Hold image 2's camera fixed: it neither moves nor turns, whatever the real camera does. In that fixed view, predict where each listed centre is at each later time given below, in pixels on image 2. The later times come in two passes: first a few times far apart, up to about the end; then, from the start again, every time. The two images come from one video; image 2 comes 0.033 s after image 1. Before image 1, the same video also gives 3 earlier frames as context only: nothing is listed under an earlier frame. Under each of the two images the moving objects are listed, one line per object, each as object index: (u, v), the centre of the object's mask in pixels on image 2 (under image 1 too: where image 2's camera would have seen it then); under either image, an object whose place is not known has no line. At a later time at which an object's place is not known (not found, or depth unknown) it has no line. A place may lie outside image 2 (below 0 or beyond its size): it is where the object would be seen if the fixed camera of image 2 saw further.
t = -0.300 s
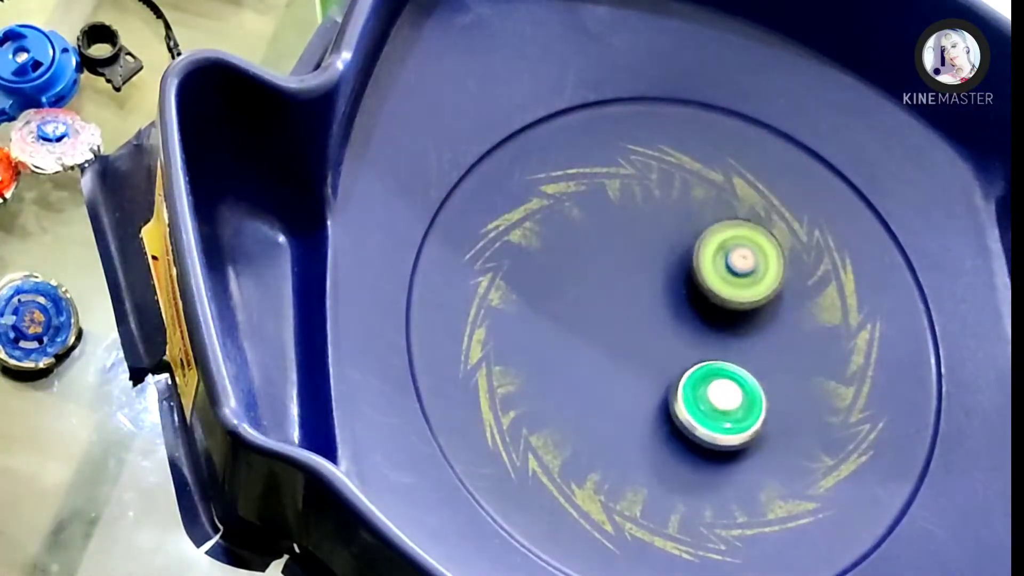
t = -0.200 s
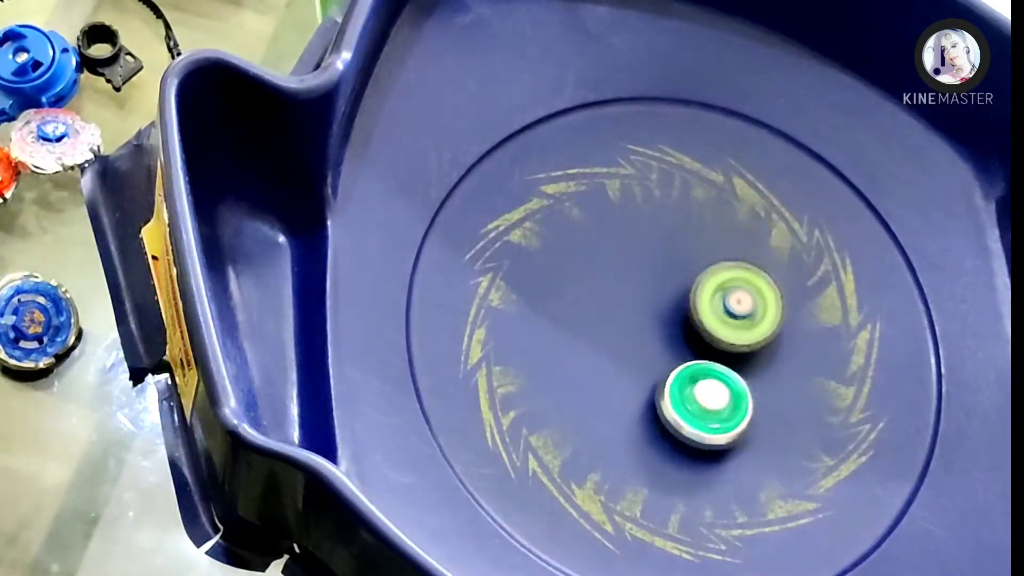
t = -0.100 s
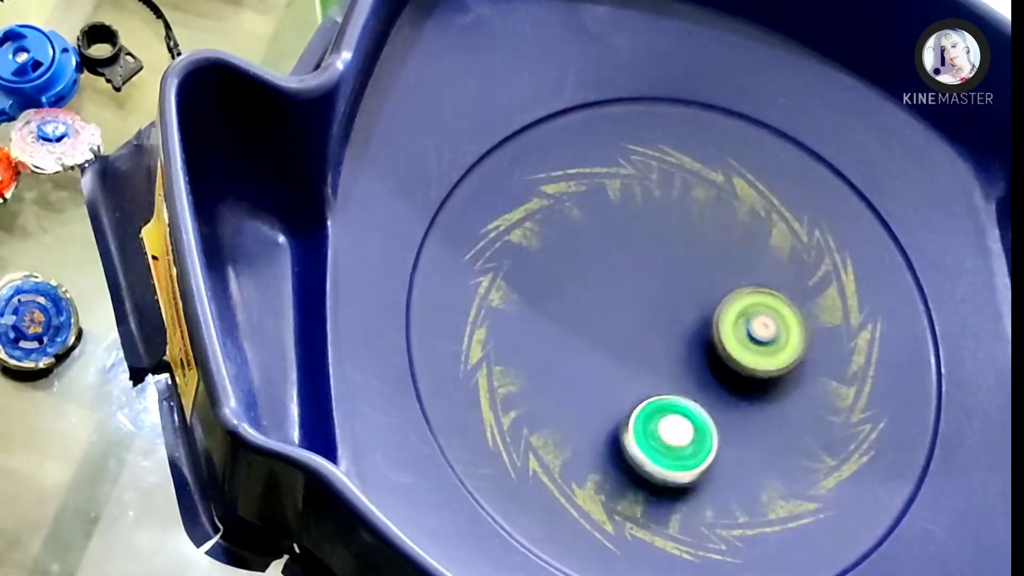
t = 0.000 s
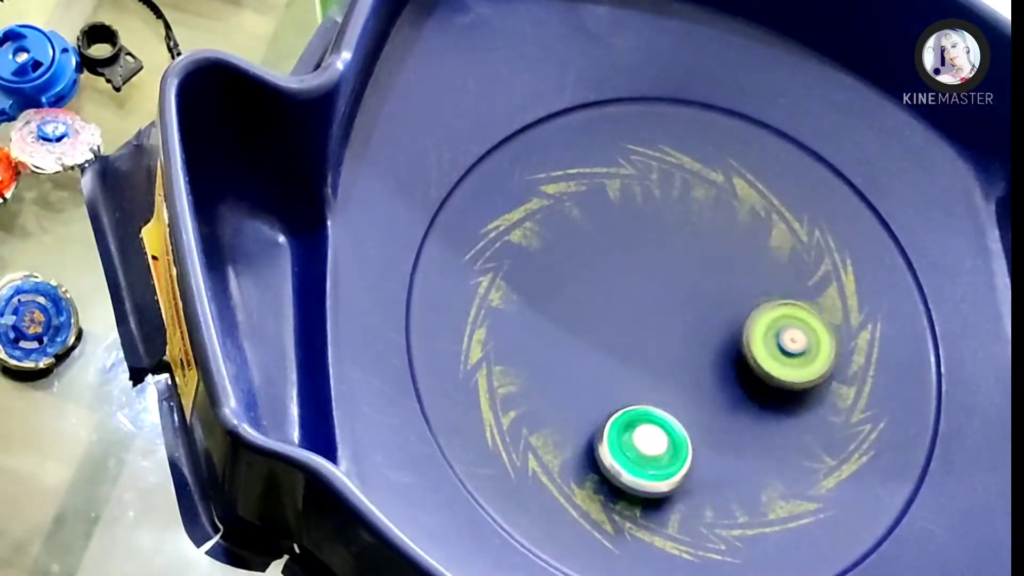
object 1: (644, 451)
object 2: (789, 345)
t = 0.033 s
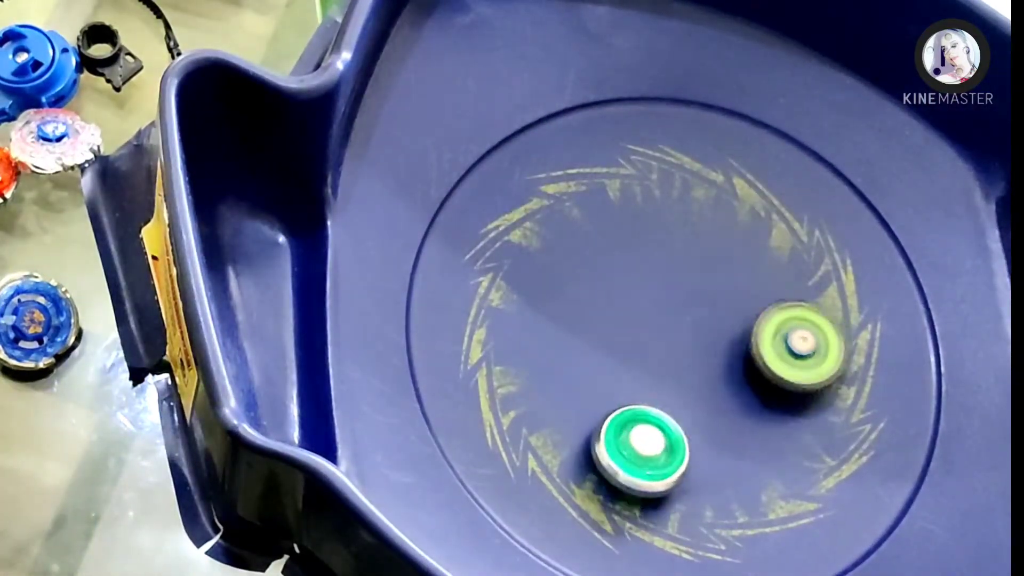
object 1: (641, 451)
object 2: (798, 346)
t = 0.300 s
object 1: (626, 437)
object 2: (812, 334)
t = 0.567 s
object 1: (617, 409)
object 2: (759, 366)
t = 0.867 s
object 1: (614, 368)
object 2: (761, 427)
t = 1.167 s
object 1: (618, 327)
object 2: (745, 406)
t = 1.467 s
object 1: (636, 291)
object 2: (654, 381)
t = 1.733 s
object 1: (658, 271)
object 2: (618, 397)
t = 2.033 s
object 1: (688, 264)
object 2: (633, 362)
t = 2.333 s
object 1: (720, 277)
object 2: (604, 296)
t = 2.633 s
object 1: (743, 304)
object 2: (597, 296)
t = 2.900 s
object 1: (756, 335)
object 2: (656, 291)
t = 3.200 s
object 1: (759, 372)
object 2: (688, 253)
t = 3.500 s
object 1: (748, 404)
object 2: (697, 282)
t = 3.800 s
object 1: (724, 420)
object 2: (762, 329)
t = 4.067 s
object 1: (696, 420)
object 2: (792, 328)
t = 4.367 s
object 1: (663, 404)
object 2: (757, 356)
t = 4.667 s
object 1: (638, 374)
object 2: (751, 406)
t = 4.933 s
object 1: (624, 342)
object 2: (744, 402)
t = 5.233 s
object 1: (623, 306)
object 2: (678, 380)
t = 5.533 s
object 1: (639, 280)
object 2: (641, 382)
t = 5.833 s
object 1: (665, 271)
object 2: (629, 355)
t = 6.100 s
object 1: (693, 275)
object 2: (618, 318)
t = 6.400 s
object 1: (718, 299)
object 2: (620, 298)
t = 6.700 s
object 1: (736, 331)
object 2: (655, 285)
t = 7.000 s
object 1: (741, 367)
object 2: (682, 275)
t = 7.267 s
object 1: (734, 396)
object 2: (709, 293)
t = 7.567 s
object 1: (712, 415)
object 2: (747, 320)
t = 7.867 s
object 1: (683, 412)
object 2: (769, 340)
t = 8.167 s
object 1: (656, 390)
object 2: (755, 359)
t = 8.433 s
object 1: (575, 347)
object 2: (777, 381)
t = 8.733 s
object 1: (562, 316)
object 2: (781, 339)
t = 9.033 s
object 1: (582, 297)
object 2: (695, 348)
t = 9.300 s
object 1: (614, 288)
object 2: (675, 406)
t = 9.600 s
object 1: (659, 292)
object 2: (710, 402)
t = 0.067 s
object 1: (639, 450)
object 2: (806, 346)
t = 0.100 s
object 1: (637, 449)
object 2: (812, 346)
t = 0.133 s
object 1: (634, 447)
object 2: (816, 343)
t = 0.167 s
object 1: (632, 446)
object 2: (819, 342)
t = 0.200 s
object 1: (631, 444)
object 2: (819, 339)
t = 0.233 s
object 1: (629, 442)
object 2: (818, 337)
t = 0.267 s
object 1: (628, 439)
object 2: (816, 335)
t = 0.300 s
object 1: (626, 437)
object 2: (812, 334)
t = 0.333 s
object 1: (625, 434)
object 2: (806, 333)
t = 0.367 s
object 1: (623, 430)
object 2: (798, 334)
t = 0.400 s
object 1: (622, 428)
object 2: (791, 336)
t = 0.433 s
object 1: (620, 424)
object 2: (783, 340)
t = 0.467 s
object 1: (619, 420)
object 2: (776, 345)
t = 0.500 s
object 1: (618, 417)
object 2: (770, 351)
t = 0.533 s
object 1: (617, 413)
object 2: (763, 358)
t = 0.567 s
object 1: (617, 409)
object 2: (759, 366)
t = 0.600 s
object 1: (616, 405)
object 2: (755, 375)
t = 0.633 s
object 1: (615, 401)
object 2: (752, 383)
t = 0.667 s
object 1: (615, 396)
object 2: (750, 392)
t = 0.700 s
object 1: (614, 392)
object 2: (751, 399)
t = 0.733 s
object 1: (614, 387)
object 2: (751, 407)
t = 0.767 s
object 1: (614, 382)
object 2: (753, 414)
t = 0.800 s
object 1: (613, 377)
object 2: (756, 420)
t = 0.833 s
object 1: (613, 373)
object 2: (759, 424)
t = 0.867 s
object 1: (614, 368)
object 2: (761, 427)
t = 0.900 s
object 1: (613, 363)
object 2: (763, 429)
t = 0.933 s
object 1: (614, 359)
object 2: (765, 430)
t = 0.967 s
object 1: (615, 355)
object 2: (766, 429)
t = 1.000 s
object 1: (615, 350)
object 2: (766, 427)
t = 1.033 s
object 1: (615, 345)
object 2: (764, 424)
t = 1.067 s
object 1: (616, 341)
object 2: (761, 420)
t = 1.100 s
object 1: (616, 336)
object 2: (757, 415)
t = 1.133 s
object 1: (617, 331)
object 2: (752, 410)
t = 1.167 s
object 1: (618, 327)
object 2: (745, 406)
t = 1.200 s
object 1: (620, 323)
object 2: (737, 400)
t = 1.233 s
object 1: (621, 319)
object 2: (727, 395)
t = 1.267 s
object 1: (623, 315)
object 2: (717, 391)
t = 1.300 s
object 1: (624, 310)
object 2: (707, 387)
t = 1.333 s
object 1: (626, 306)
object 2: (696, 385)
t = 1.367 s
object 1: (628, 302)
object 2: (685, 382)
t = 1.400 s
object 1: (630, 298)
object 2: (673, 381)
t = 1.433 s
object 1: (632, 295)
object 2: (663, 380)
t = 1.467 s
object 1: (636, 291)
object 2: (654, 381)
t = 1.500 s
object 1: (638, 287)
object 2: (646, 382)
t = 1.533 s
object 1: (641, 285)
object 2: (639, 383)
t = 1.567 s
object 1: (644, 282)
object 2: (632, 385)
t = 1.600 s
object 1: (646, 280)
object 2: (626, 388)
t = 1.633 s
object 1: (649, 278)
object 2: (622, 391)
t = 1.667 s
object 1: (652, 275)
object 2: (620, 394)
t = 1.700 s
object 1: (655, 273)
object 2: (618, 395)
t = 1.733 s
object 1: (658, 271)
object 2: (618, 397)
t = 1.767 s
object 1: (661, 269)
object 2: (618, 397)
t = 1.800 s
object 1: (664, 269)
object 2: (620, 397)
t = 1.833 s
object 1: (668, 267)
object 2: (623, 396)
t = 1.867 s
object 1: (671, 265)
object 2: (625, 393)
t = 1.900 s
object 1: (675, 266)
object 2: (628, 389)
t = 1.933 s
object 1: (678, 265)
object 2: (630, 383)
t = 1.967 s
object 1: (681, 265)
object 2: (631, 377)
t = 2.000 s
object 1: (685, 264)
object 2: (632, 370)
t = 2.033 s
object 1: (688, 264)
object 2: (633, 362)
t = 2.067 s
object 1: (692, 265)
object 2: (633, 354)
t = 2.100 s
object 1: (696, 264)
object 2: (631, 345)
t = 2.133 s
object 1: (698, 266)
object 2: (629, 336)
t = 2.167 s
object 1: (703, 268)
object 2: (626, 328)
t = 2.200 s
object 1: (705, 269)
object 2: (621, 319)
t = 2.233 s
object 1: (710, 271)
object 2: (618, 313)
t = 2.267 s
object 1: (713, 272)
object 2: (613, 306)
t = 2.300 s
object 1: (716, 274)
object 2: (609, 301)
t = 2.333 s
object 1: (720, 277)
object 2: (604, 296)
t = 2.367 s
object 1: (723, 279)
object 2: (599, 292)
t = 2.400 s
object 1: (725, 283)
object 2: (594, 289)
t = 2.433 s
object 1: (728, 285)
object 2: (590, 287)
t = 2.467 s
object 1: (730, 288)
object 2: (587, 287)
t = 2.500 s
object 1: (734, 291)
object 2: (586, 287)
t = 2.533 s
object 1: (736, 294)
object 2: (586, 289)
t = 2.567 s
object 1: (739, 298)
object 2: (588, 292)
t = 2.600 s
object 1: (741, 300)
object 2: (592, 294)
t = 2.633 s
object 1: (743, 304)
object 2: (597, 296)
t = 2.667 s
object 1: (745, 307)
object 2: (603, 297)
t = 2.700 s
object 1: (747, 311)
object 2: (610, 299)
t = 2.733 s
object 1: (749, 315)
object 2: (617, 299)
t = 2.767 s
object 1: (750, 318)
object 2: (626, 299)
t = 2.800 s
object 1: (752, 323)
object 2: (634, 298)
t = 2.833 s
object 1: (754, 326)
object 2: (641, 295)
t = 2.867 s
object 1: (754, 330)
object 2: (648, 295)
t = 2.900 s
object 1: (756, 335)
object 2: (656, 291)
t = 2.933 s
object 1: (757, 339)
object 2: (664, 287)
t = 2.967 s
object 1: (758, 343)
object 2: (670, 282)
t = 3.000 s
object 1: (759, 347)
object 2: (675, 276)
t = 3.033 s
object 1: (759, 352)
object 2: (678, 273)
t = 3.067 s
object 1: (760, 356)
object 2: (682, 268)
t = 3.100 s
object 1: (759, 360)
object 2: (685, 265)
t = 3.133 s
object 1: (760, 364)
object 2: (687, 258)
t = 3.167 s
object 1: (759, 368)
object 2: (688, 254)
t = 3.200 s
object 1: (759, 372)
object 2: (688, 253)
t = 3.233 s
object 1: (759, 376)
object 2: (687, 251)
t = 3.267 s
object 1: (758, 381)
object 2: (686, 251)
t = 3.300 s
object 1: (757, 384)
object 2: (686, 252)
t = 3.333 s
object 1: (756, 388)
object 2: (686, 255)
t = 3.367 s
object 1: (755, 391)
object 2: (686, 259)
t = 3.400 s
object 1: (753, 394)
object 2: (687, 264)
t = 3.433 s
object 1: (752, 398)
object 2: (689, 270)
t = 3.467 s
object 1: (750, 400)
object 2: (692, 275)
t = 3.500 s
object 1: (748, 404)
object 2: (697, 282)
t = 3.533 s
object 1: (746, 406)
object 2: (703, 289)
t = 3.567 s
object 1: (744, 409)
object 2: (708, 295)
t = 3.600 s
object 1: (741, 410)
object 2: (714, 302)
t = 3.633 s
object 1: (738, 413)
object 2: (722, 308)
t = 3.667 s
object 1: (736, 415)
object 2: (730, 313)
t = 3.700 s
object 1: (733, 417)
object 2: (738, 318)
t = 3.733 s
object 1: (730, 418)
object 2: (745, 322)
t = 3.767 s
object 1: (726, 419)
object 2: (754, 326)
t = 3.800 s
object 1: (724, 420)
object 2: (762, 329)
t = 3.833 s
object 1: (720, 421)
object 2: (769, 331)
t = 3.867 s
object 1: (717, 422)
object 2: (774, 332)
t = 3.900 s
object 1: (713, 421)
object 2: (781, 333)
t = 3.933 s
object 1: (710, 422)
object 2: (786, 334)
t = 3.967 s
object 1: (706, 421)
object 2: (790, 333)
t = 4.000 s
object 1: (703, 422)
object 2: (793, 331)
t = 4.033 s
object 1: (700, 420)
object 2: (793, 328)
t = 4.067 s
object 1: (696, 420)
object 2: (792, 328)
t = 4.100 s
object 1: (693, 418)
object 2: (791, 326)
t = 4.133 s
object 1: (689, 418)
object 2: (787, 326)
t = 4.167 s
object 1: (685, 416)
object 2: (781, 328)
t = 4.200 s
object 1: (682, 415)
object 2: (777, 331)
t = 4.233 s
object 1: (678, 413)
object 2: (773, 334)
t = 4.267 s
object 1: (674, 411)
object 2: (769, 338)
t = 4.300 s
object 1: (671, 409)
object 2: (763, 343)
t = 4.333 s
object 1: (667, 407)
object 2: (760, 348)
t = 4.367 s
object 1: (663, 404)
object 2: (757, 356)
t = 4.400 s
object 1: (660, 401)
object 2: (754, 360)
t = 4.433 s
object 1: (656, 398)
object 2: (751, 366)
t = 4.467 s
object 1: (654, 395)
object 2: (748, 373)
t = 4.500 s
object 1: (651, 392)
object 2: (748, 381)
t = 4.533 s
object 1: (648, 388)
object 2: (748, 386)
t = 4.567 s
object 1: (645, 384)
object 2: (747, 392)
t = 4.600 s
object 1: (643, 381)
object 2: (748, 397)
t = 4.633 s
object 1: (640, 377)
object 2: (749, 403)
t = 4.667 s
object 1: (638, 374)
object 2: (751, 406)
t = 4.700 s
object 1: (635, 369)
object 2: (752, 409)
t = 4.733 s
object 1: (633, 366)
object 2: (753, 412)
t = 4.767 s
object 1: (631, 362)
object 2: (755, 413)
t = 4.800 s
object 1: (630, 358)
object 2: (755, 413)
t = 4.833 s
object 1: (627, 354)
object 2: (754, 411)
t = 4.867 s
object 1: (626, 350)
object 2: (753, 409)
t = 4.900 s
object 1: (624, 346)
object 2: (750, 406)
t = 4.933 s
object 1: (624, 342)
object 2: (744, 402)
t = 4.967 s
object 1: (623, 338)
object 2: (740, 399)
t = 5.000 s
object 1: (623, 334)
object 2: (734, 396)
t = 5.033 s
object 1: (622, 330)
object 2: (728, 393)
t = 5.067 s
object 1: (622, 326)
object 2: (720, 390)
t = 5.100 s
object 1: (622, 322)
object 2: (711, 387)
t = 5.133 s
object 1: (622, 317)
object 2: (705, 385)
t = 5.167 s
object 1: (622, 314)
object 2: (697, 382)
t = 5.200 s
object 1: (623, 309)
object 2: (686, 381)
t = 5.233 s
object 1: (623, 306)
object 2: (678, 380)
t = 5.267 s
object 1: (624, 301)
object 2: (671, 379)
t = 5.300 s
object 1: (625, 298)
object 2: (663, 378)
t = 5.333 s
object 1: (627, 294)
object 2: (656, 379)
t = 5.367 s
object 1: (629, 292)
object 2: (650, 381)
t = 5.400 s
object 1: (630, 289)
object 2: (645, 381)
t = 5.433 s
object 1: (633, 286)
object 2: (640, 382)
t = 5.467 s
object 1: (634, 284)
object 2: (640, 383)
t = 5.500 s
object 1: (637, 281)
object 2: (640, 382)
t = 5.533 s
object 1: (639, 280)
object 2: (641, 382)
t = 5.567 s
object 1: (642, 277)
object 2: (638, 380)
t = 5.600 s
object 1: (644, 276)
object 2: (636, 377)
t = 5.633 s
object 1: (646, 274)
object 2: (634, 375)
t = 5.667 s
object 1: (650, 273)
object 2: (632, 373)
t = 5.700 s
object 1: (652, 272)
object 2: (632, 371)
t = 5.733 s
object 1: (656, 271)
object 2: (631, 368)
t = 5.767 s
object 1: (659, 270)
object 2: (631, 364)
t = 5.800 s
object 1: (662, 269)
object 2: (630, 359)
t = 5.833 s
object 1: (665, 271)
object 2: (629, 355)
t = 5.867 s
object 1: (668, 270)
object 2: (628, 350)
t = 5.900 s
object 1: (672, 270)
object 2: (627, 345)
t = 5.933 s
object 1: (675, 270)
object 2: (626, 341)
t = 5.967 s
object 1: (679, 270)
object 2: (624, 335)
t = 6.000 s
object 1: (682, 272)
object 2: (622, 330)
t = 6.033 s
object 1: (686, 273)
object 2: (621, 327)
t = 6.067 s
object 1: (690, 274)
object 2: (620, 322)
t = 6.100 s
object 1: (693, 275)
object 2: (618, 318)
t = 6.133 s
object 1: (697, 278)
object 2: (617, 315)
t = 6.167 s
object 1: (699, 279)
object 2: (616, 312)
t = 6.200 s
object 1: (702, 282)
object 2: (616, 309)
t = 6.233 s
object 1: (705, 284)
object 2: (616, 307)
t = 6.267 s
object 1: (708, 287)
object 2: (616, 304)
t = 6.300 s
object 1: (712, 290)
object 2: (616, 303)
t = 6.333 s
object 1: (714, 293)
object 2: (617, 301)
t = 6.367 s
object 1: (717, 296)
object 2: (619, 299)
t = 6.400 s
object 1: (718, 299)
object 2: (620, 298)
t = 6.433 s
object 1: (722, 302)
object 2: (623, 297)
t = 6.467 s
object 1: (724, 306)
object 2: (627, 295)
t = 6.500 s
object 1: (726, 309)
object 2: (630, 295)
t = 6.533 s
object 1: (729, 313)
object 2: (635, 295)
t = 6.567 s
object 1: (730, 316)
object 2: (639, 292)
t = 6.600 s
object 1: (732, 319)
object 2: (642, 291)
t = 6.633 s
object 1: (734, 324)
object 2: (648, 290)
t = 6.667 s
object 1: (735, 327)
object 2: (651, 287)
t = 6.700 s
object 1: (736, 331)
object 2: (655, 285)
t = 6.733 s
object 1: (737, 335)
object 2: (660, 284)
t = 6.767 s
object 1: (738, 339)
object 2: (663, 281)
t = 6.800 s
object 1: (739, 343)
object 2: (666, 279)
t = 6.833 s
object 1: (739, 347)
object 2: (670, 278)
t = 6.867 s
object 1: (740, 352)
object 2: (671, 276)
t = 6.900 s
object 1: (740, 356)
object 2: (674, 275)
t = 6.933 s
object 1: (741, 360)
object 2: (677, 274)
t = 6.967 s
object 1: (741, 364)
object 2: (679, 274)
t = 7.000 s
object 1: (741, 367)
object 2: (682, 275)
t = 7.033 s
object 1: (741, 372)
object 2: (685, 276)
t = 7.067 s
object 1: (741, 376)
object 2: (687, 277)
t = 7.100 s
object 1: (740, 379)
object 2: (691, 279)
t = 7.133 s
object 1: (740, 384)
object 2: (694, 281)
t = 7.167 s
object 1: (738, 387)
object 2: (696, 284)
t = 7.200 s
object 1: (738, 390)
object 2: (701, 286)
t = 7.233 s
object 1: (736, 394)
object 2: (705, 290)
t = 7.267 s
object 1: (734, 396)
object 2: (709, 293)
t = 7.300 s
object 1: (733, 400)
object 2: (713, 296)
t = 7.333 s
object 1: (730, 403)
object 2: (717, 299)
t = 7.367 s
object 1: (728, 405)
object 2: (722, 303)
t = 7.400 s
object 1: (726, 407)
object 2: (725, 306)
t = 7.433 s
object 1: (723, 410)
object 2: (729, 309)
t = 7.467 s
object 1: (721, 411)
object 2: (735, 312)
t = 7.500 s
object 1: (718, 413)
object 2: (739, 315)
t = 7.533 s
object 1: (714, 414)
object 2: (743, 318)
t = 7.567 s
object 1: (712, 415)
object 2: (747, 320)
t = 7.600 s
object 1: (709, 416)
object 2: (750, 323)
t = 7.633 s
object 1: (705, 416)
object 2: (755, 326)
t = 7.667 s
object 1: (703, 417)
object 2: (758, 328)
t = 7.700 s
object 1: (699, 417)
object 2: (760, 331)
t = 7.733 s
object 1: (696, 416)
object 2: (763, 332)
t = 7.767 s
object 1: (693, 416)
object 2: (766, 334)
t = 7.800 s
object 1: (689, 415)
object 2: (768, 337)
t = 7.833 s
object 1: (685, 413)
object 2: (769, 338)
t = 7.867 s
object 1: (683, 412)
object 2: (769, 340)
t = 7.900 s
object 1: (679, 411)
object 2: (770, 342)
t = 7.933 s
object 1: (676, 408)
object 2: (769, 343)
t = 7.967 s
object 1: (673, 407)
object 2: (768, 346)
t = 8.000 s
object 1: (669, 404)
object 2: (767, 347)
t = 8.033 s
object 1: (666, 401)
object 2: (765, 350)
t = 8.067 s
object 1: (663, 399)
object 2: (764, 351)
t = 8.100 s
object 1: (660, 396)
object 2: (760, 354)
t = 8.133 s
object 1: (658, 392)
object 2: (758, 357)
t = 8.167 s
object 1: (656, 390)
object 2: (755, 359)
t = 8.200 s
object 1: (653, 387)
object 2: (751, 363)
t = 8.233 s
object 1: (651, 384)
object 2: (750, 366)
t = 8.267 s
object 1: (649, 381)
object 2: (745, 369)
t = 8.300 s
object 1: (647, 378)
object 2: (744, 372)
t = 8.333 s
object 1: (627, 368)
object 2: (752, 377)
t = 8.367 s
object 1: (602, 361)
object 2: (760, 381)
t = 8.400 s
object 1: (586, 354)
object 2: (770, 381)
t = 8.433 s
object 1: (575, 347)
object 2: (777, 381)
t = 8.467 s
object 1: (567, 341)
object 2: (787, 380)
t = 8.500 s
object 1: (563, 336)
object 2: (792, 377)
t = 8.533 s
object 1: (561, 333)
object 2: (798, 373)
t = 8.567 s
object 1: (560, 329)
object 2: (800, 367)
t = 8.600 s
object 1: (560, 326)
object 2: (800, 363)
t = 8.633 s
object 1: (560, 324)
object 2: (799, 356)
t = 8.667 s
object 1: (560, 321)
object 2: (794, 349)
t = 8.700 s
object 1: (561, 318)
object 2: (789, 344)
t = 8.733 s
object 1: (562, 316)
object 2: (781, 339)
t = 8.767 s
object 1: (563, 314)
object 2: (774, 335)
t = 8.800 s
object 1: (564, 311)
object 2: (763, 333)
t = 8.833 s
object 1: (566, 308)
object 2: (755, 332)
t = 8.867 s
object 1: (569, 307)
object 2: (743, 332)
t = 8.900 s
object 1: (571, 305)
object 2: (733, 333)
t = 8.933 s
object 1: (573, 303)
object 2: (722, 334)
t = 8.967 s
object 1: (576, 301)
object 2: (712, 339)
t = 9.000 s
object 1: (579, 300)
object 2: (703, 342)
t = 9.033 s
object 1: (582, 297)
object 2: (695, 348)
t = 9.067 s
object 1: (585, 294)
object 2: (689, 354)
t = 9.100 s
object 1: (589, 291)
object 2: (680, 362)
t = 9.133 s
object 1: (593, 291)
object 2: (677, 368)
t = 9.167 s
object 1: (597, 290)
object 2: (673, 377)
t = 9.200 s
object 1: (601, 288)
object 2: (672, 385)
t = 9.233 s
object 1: (606, 288)
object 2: (671, 393)
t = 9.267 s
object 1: (610, 288)
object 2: (674, 401)
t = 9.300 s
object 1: (614, 288)
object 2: (675, 406)
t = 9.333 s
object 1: (619, 288)
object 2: (679, 413)
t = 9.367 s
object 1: (625, 287)
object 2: (682, 415)
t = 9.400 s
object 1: (629, 288)
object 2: (687, 419)
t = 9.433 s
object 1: (634, 288)
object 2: (692, 420)
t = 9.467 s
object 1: (639, 288)
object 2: (698, 421)
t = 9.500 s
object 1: (645, 289)
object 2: (703, 417)
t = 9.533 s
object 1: (649, 290)
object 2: (706, 413)
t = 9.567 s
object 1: (654, 291)
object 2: (710, 407)
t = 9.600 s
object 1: (659, 292)
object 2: (710, 402)
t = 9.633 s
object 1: (665, 294)
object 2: (711, 393)
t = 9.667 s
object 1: (670, 295)
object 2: (709, 383)
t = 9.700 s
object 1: (674, 295)
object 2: (707, 375)
